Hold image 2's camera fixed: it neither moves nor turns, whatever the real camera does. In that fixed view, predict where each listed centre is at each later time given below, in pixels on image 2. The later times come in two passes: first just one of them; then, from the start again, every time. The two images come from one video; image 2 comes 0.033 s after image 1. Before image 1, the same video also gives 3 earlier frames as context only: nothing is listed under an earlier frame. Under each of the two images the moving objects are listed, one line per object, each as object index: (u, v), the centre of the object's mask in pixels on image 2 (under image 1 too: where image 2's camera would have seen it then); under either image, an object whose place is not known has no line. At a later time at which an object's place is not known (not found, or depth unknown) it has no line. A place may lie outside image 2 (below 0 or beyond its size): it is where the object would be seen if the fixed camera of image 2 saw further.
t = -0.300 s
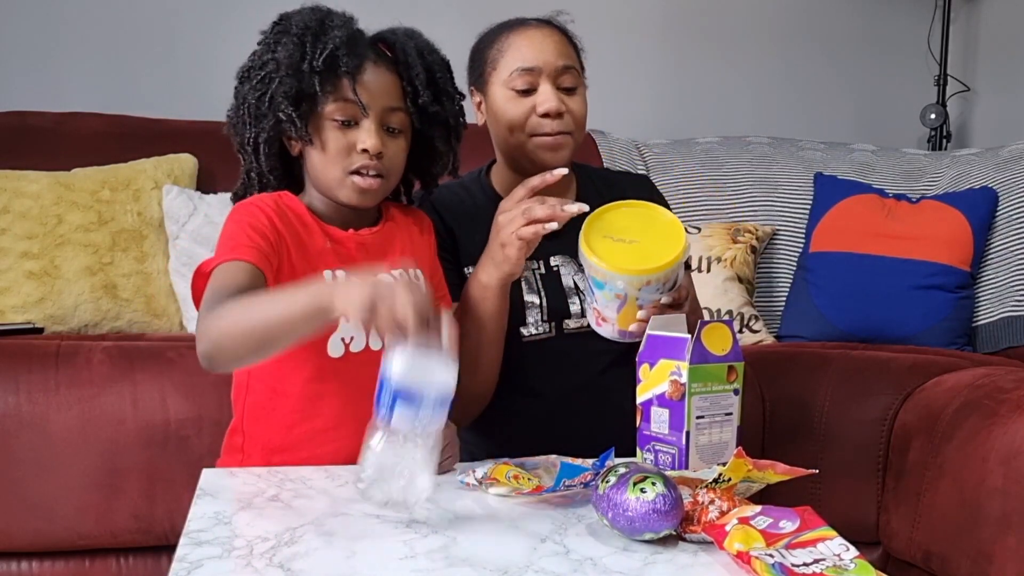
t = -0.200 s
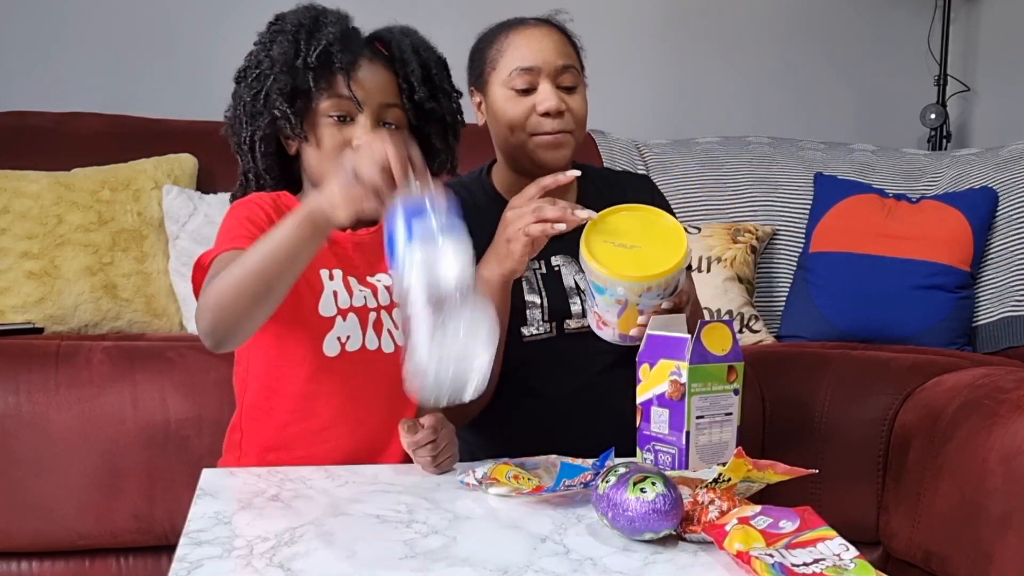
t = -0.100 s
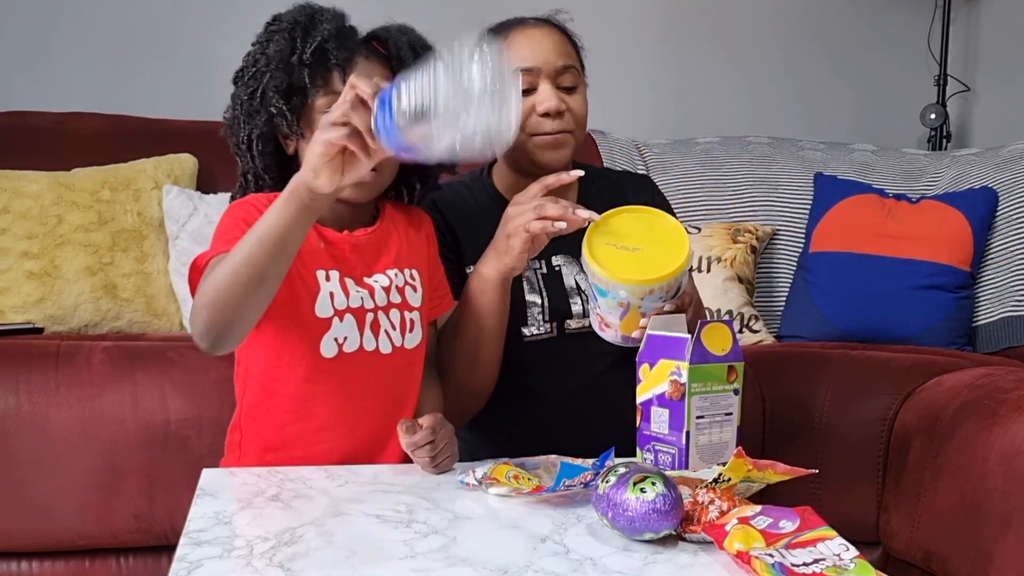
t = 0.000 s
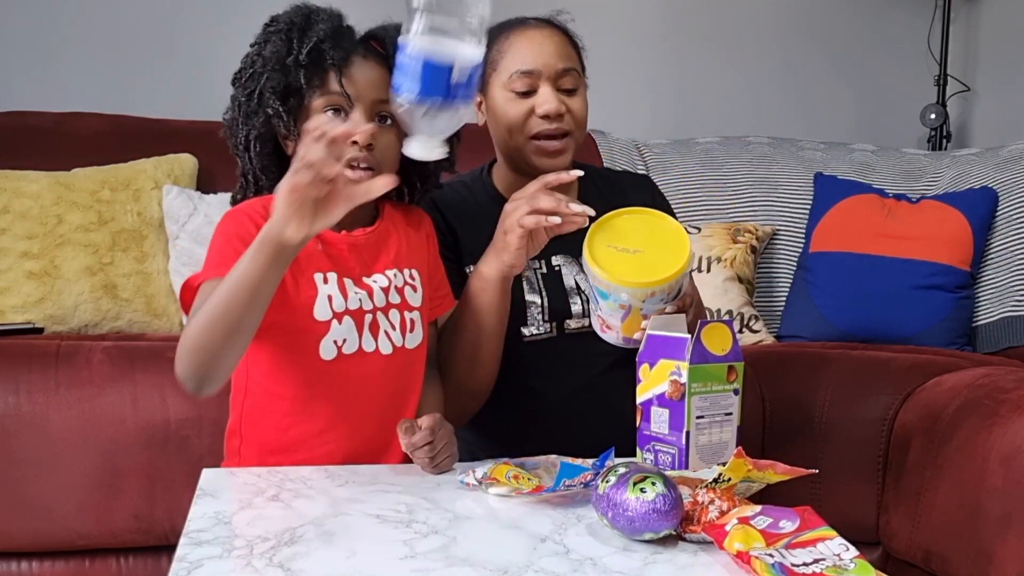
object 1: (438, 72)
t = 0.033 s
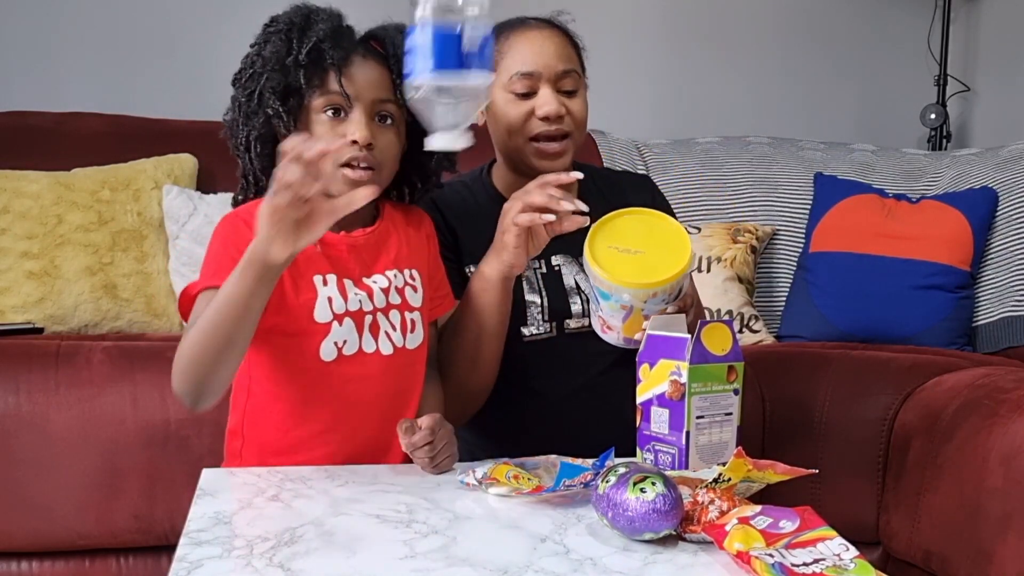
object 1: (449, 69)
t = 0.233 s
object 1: (437, 126)
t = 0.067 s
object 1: (462, 62)
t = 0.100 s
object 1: (474, 52)
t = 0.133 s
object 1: (476, 38)
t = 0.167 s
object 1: (453, 39)
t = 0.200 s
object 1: (445, 70)
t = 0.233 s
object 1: (437, 126)
